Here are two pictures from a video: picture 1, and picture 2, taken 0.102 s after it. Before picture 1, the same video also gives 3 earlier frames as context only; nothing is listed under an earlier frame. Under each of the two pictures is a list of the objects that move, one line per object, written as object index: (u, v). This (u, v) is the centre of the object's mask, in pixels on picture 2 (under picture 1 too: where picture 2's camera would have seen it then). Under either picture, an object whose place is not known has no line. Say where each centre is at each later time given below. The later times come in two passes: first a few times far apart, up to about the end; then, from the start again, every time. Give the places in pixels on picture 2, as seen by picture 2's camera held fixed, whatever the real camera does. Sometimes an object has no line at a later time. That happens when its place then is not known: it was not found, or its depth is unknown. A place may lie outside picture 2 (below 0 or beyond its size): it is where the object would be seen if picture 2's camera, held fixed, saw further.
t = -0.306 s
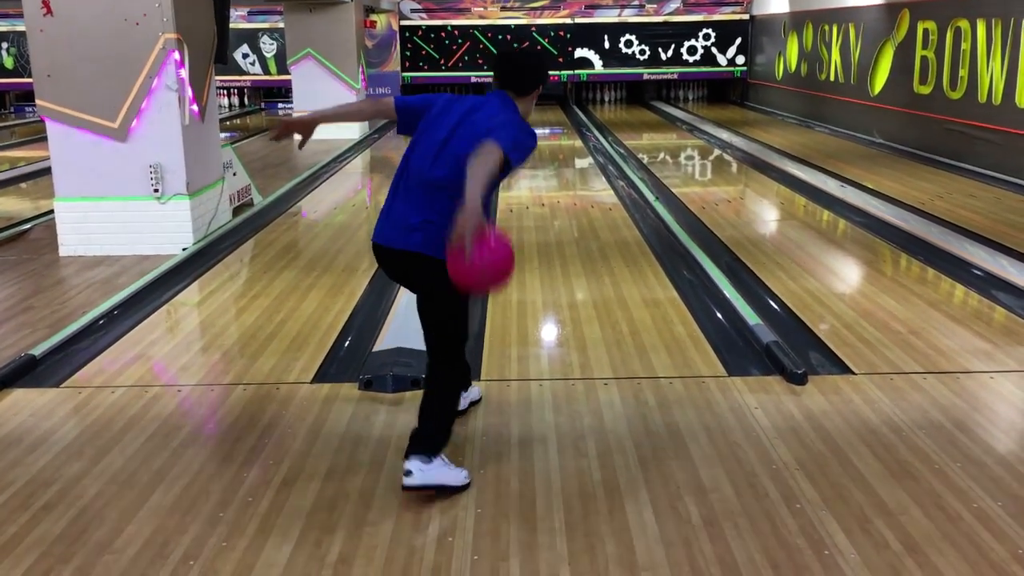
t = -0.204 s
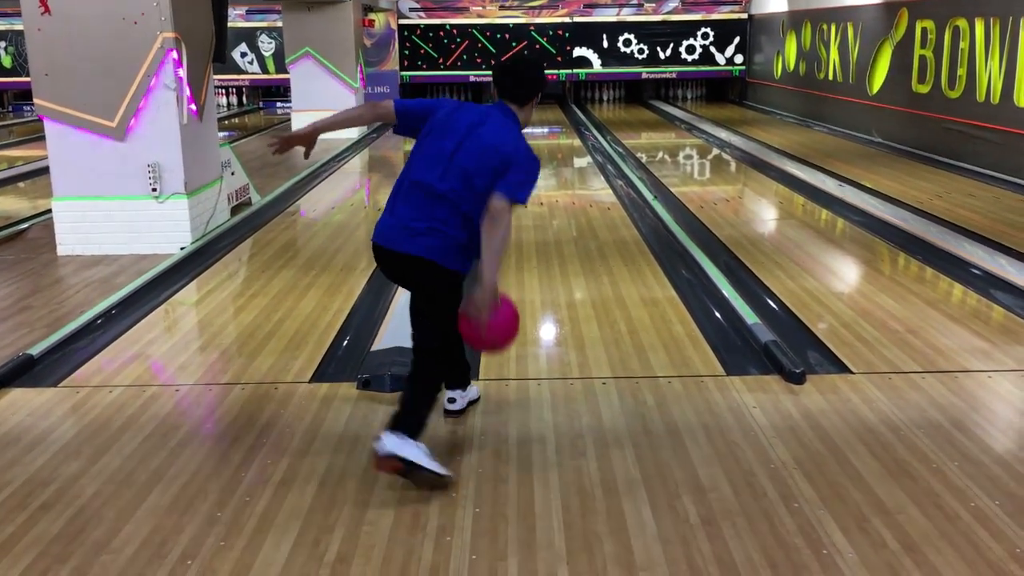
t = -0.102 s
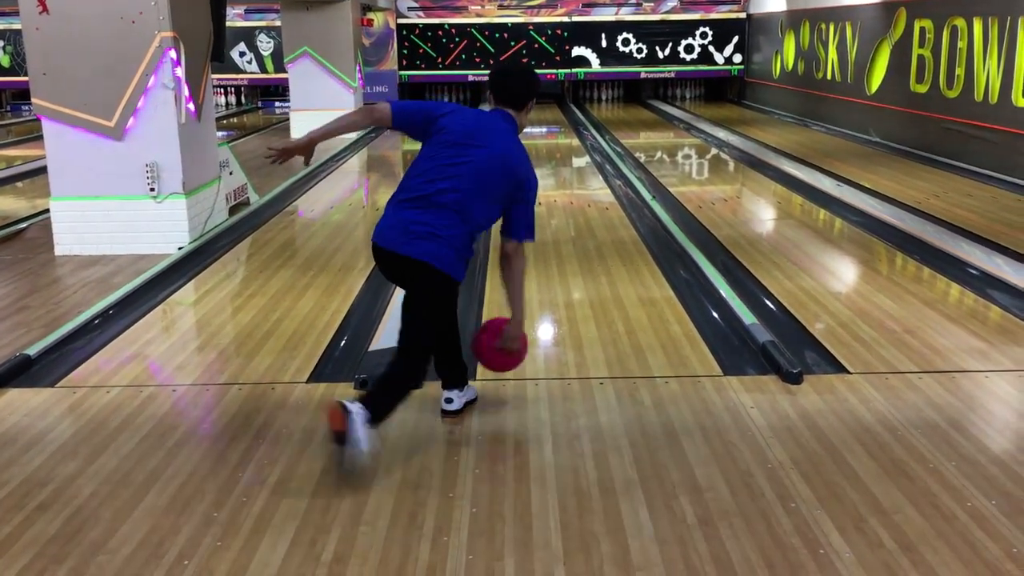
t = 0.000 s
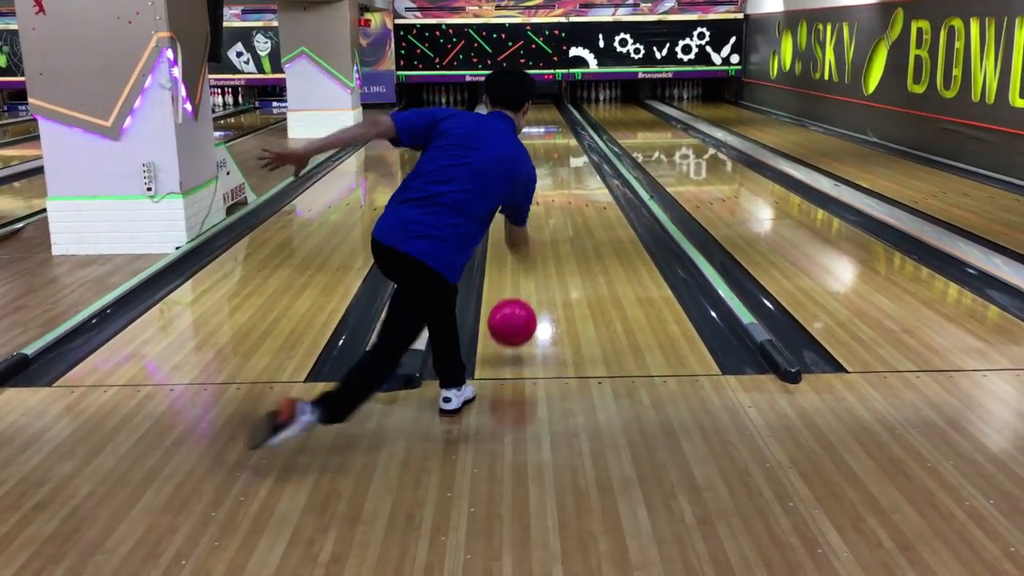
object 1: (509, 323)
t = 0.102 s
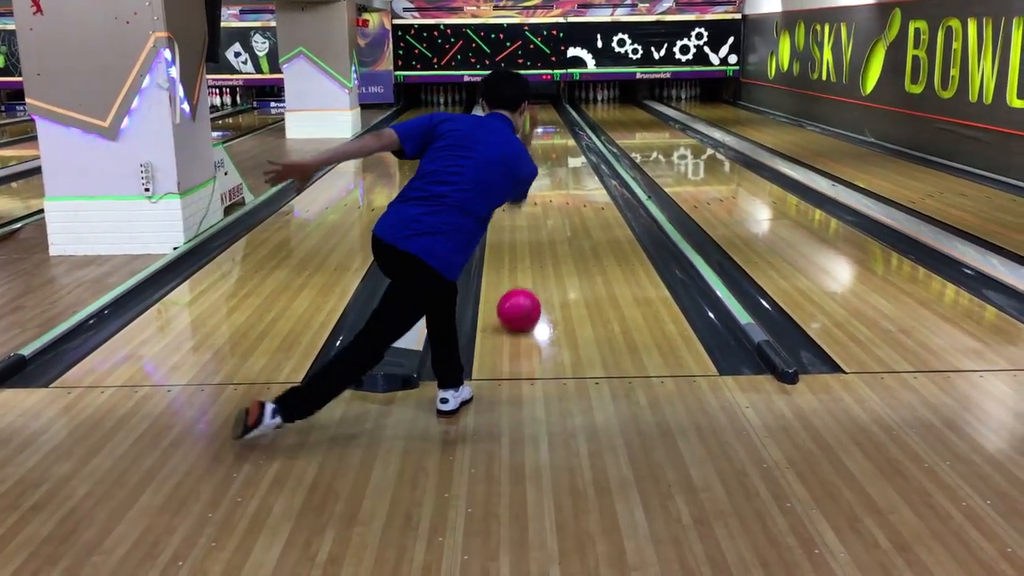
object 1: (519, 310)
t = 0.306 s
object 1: (532, 265)
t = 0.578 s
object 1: (543, 223)
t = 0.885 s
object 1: (551, 192)
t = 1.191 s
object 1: (557, 170)
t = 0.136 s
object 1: (521, 301)
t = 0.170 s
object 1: (524, 293)
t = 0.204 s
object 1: (526, 286)
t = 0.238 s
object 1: (528, 278)
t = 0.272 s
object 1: (530, 271)
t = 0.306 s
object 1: (532, 265)
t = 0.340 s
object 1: (534, 259)
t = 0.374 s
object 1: (535, 253)
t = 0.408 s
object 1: (537, 248)
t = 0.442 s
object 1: (538, 242)
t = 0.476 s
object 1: (539, 237)
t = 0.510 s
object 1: (540, 232)
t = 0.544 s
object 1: (542, 228)
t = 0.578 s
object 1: (543, 223)
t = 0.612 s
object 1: (544, 219)
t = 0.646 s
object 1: (545, 215)
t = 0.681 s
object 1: (546, 212)
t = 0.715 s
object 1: (547, 208)
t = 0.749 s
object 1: (548, 205)
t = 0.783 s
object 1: (548, 202)
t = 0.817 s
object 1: (550, 198)
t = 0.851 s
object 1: (550, 195)
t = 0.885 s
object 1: (551, 192)
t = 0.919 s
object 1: (552, 189)
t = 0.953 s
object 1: (553, 187)
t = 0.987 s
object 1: (553, 184)
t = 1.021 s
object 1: (554, 181)
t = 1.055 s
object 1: (555, 179)
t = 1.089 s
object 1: (555, 176)
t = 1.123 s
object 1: (556, 174)
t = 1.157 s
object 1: (557, 172)
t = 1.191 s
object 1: (557, 170)
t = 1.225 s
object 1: (559, 166)
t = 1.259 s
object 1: (559, 163)
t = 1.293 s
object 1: (560, 162)
